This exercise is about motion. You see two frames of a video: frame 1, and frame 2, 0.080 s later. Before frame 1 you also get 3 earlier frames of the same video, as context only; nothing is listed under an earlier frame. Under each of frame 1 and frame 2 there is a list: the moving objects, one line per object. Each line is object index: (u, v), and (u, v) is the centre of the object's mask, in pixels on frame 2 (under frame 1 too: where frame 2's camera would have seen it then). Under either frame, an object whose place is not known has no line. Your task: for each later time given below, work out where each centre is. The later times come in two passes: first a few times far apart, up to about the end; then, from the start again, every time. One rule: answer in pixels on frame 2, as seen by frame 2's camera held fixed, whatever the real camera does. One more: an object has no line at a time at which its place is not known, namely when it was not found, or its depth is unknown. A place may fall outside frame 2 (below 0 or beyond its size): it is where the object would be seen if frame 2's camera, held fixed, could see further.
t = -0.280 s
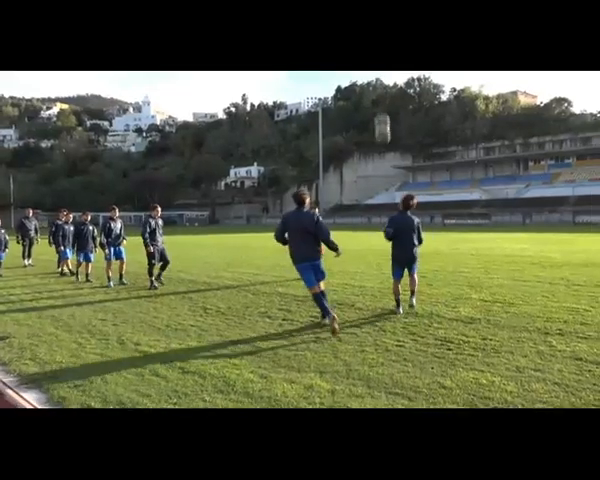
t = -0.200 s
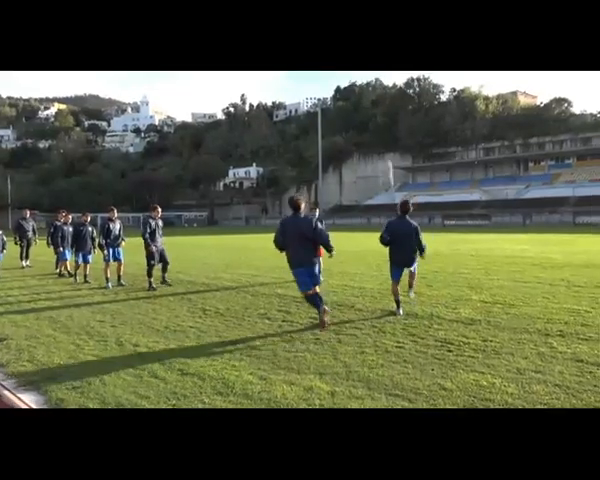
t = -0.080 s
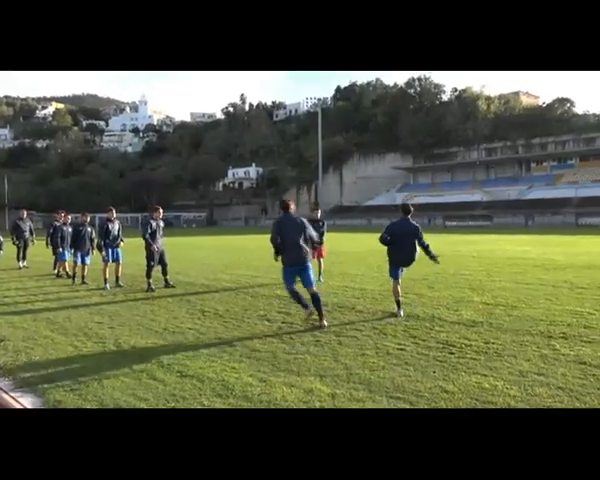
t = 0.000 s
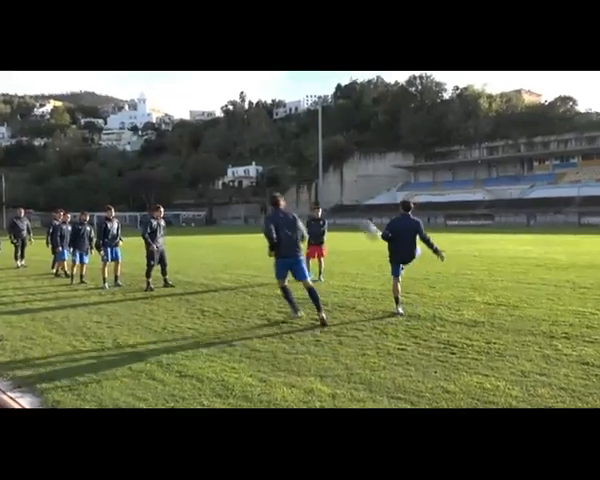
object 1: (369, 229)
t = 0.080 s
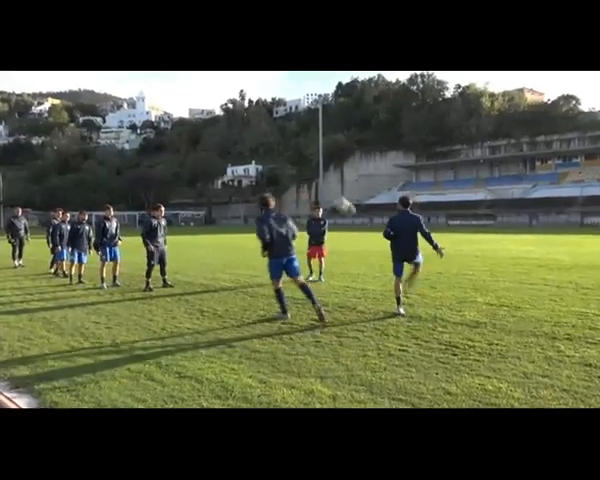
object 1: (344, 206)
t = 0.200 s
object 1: (304, 176)
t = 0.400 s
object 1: (239, 147)
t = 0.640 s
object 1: (164, 147)
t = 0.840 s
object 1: (109, 177)
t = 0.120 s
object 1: (331, 194)
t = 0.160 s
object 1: (318, 184)
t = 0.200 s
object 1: (304, 176)
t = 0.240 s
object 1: (292, 168)
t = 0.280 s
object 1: (279, 162)
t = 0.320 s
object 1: (266, 156)
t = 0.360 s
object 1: (253, 151)
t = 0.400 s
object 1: (239, 147)
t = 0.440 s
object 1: (226, 145)
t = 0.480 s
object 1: (214, 143)
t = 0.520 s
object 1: (201, 143)
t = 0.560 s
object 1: (188, 143)
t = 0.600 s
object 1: (176, 144)
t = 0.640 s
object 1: (164, 147)
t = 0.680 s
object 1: (153, 152)
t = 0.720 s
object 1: (140, 155)
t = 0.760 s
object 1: (131, 163)
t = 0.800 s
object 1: (120, 169)
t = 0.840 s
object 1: (109, 177)
